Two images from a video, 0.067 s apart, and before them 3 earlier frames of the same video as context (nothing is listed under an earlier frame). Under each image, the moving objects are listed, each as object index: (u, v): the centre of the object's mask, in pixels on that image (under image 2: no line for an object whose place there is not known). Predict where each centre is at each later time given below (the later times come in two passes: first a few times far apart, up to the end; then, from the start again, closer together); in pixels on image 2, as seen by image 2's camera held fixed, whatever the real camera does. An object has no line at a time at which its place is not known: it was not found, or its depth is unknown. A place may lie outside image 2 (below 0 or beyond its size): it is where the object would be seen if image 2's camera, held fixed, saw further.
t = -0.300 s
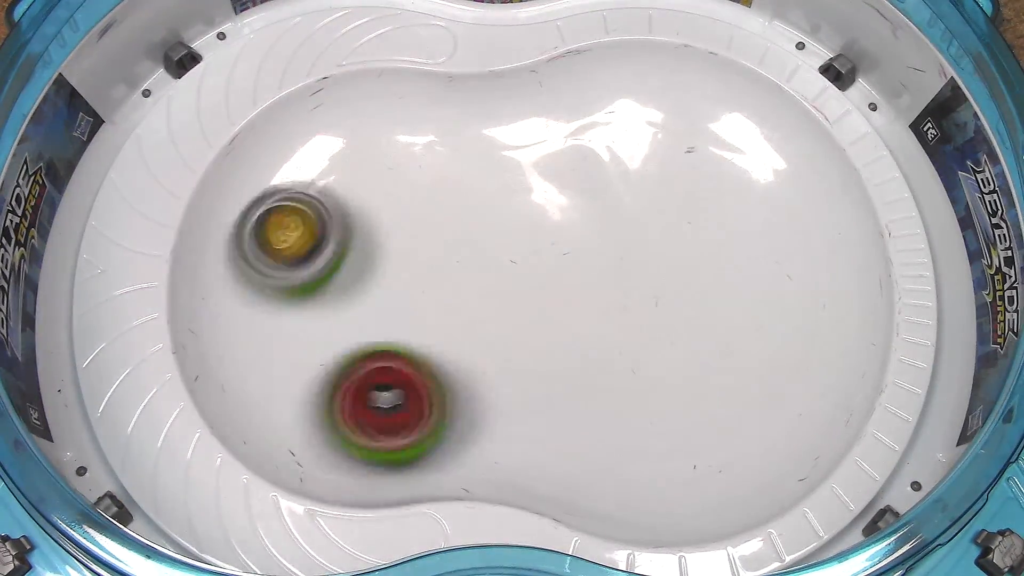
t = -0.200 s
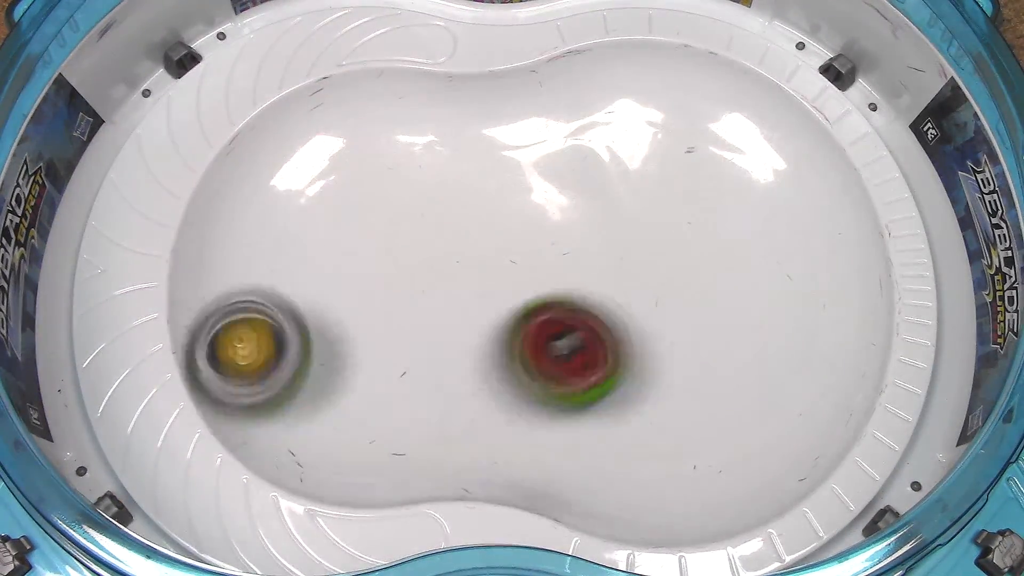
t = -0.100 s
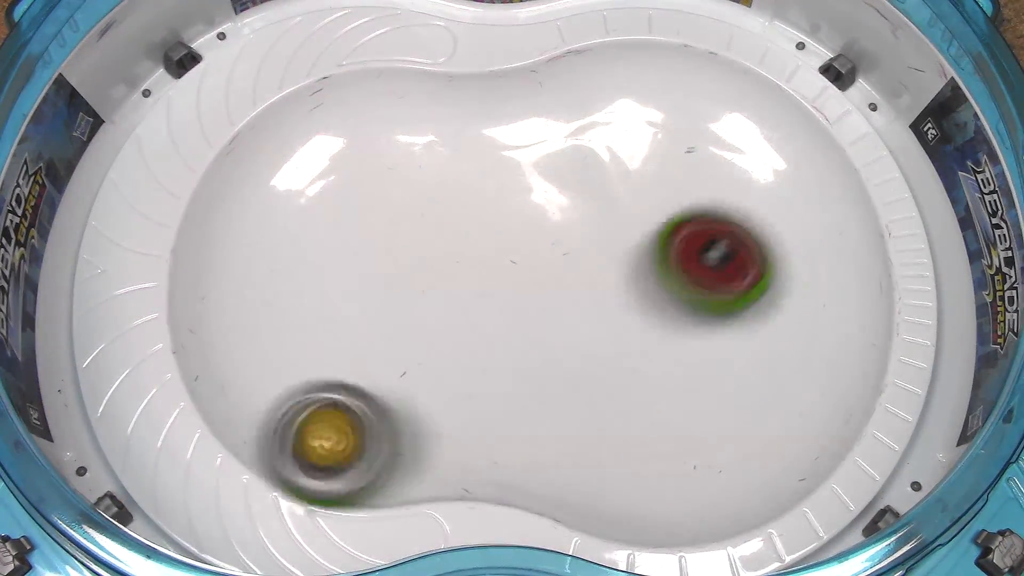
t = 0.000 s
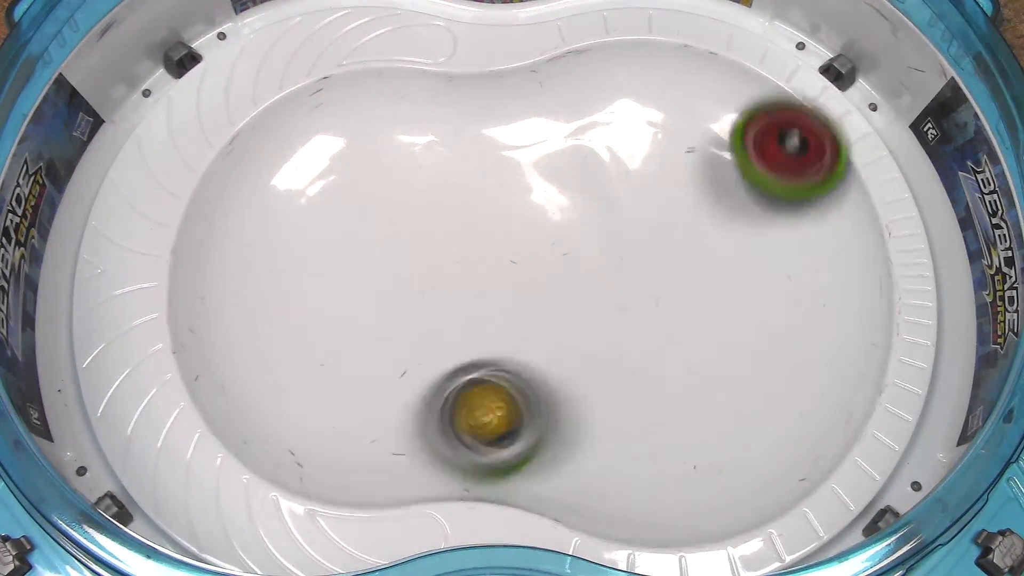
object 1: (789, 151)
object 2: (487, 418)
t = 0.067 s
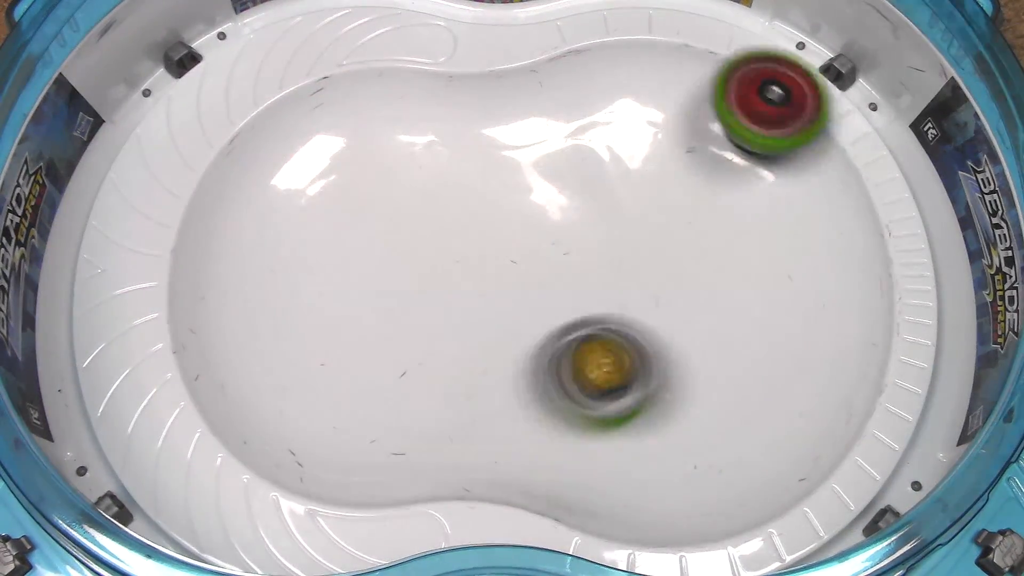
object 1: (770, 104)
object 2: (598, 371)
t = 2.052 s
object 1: (552, 135)
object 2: (530, 407)
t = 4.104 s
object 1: (418, 188)
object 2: (512, 348)
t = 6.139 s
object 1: (347, 215)
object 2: (498, 293)
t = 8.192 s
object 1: (655, 121)
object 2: (645, 303)
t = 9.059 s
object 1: (603, 94)
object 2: (660, 452)
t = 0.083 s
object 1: (758, 100)
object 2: (625, 359)
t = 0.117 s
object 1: (723, 102)
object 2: (676, 335)
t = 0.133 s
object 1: (701, 106)
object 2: (696, 323)
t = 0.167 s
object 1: (655, 117)
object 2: (739, 293)
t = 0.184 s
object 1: (632, 124)
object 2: (755, 278)
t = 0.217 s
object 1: (579, 140)
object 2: (777, 246)
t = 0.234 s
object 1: (554, 150)
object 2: (785, 229)
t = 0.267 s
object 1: (497, 174)
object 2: (794, 195)
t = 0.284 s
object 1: (469, 187)
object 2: (794, 179)
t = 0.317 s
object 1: (412, 212)
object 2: (784, 149)
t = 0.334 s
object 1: (385, 222)
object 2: (775, 137)
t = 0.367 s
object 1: (326, 241)
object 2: (750, 115)
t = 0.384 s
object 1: (303, 250)
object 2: (735, 106)
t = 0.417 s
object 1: (261, 271)
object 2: (695, 97)
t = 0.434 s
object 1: (244, 284)
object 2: (677, 93)
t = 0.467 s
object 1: (220, 312)
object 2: (630, 93)
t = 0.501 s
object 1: (216, 341)
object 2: (575, 103)
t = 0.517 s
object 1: (223, 355)
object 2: (552, 110)
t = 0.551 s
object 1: (251, 382)
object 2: (499, 135)
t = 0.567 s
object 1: (271, 392)
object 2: (475, 147)
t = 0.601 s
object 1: (328, 406)
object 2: (428, 174)
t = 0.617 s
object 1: (360, 409)
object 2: (402, 189)
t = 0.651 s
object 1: (427, 402)
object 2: (358, 215)
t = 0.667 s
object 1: (461, 396)
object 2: (340, 228)
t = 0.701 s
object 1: (530, 377)
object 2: (309, 254)
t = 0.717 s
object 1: (566, 367)
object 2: (296, 268)
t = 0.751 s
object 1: (637, 344)
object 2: (278, 299)
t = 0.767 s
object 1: (671, 331)
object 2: (273, 316)
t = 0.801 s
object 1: (730, 301)
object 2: (272, 349)
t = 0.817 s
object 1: (755, 284)
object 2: (275, 366)
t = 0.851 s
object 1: (799, 243)
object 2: (291, 398)
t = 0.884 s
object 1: (828, 201)
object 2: (320, 423)
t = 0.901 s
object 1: (835, 178)
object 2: (340, 432)
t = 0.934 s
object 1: (830, 140)
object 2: (383, 440)
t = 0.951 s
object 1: (824, 124)
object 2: (405, 437)
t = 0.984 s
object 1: (801, 100)
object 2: (451, 429)
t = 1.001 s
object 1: (785, 91)
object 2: (476, 422)
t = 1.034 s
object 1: (746, 80)
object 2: (527, 404)
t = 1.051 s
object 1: (724, 80)
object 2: (552, 395)
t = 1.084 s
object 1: (672, 88)
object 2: (604, 374)
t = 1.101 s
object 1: (643, 93)
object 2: (627, 364)
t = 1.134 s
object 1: (585, 109)
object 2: (673, 344)
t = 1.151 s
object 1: (556, 120)
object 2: (695, 332)
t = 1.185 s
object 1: (496, 148)
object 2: (731, 307)
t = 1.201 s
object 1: (465, 165)
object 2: (745, 294)
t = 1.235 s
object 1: (401, 196)
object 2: (765, 266)
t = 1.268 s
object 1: (342, 225)
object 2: (776, 235)
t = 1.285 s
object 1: (313, 239)
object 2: (777, 221)
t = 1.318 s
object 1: (266, 267)
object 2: (773, 190)
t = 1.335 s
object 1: (246, 284)
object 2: (766, 175)
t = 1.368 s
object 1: (218, 316)
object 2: (746, 145)
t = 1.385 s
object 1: (213, 333)
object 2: (732, 132)
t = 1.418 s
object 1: (219, 368)
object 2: (699, 111)
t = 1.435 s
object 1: (230, 384)
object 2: (680, 102)
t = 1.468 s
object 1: (264, 412)
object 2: (636, 90)
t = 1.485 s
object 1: (288, 422)
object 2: (613, 89)
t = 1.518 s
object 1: (351, 425)
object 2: (566, 95)
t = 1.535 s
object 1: (386, 420)
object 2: (543, 103)
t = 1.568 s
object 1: (454, 402)
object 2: (494, 125)
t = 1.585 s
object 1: (491, 391)
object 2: (469, 140)
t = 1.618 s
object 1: (562, 365)
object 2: (421, 168)
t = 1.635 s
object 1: (599, 351)
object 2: (398, 182)
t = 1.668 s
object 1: (666, 323)
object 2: (355, 210)
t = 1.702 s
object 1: (728, 289)
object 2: (322, 237)
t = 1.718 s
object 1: (754, 270)
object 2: (307, 251)
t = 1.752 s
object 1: (797, 226)
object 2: (287, 282)
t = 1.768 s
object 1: (814, 203)
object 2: (280, 298)
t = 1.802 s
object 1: (830, 162)
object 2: (274, 332)
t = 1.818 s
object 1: (830, 142)
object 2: (275, 350)
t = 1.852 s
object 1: (822, 108)
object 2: (286, 385)
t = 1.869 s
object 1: (812, 96)
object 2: (296, 400)
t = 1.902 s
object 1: (782, 79)
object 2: (327, 426)
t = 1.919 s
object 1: (762, 76)
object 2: (345, 435)
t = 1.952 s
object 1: (717, 78)
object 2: (385, 441)
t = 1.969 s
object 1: (692, 84)
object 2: (407, 439)
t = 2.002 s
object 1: (639, 99)
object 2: (456, 431)
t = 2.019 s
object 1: (610, 110)
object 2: (479, 424)
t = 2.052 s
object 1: (552, 135)
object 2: (530, 407)
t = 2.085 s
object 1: (492, 166)
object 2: (579, 388)
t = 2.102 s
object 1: (463, 183)
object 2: (606, 377)
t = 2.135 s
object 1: (408, 216)
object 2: (649, 359)
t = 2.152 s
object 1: (383, 231)
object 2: (671, 349)
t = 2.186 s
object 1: (337, 261)
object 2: (711, 325)
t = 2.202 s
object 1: (318, 275)
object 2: (728, 313)
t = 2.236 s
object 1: (284, 304)
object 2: (752, 287)
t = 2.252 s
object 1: (273, 319)
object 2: (759, 272)
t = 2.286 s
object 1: (257, 350)
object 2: (766, 242)
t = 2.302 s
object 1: (254, 366)
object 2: (765, 227)
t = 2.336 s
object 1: (261, 394)
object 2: (760, 199)
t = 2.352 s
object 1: (270, 406)
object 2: (753, 183)
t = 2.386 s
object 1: (300, 425)
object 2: (732, 154)
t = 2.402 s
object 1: (320, 430)
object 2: (717, 141)
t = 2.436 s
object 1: (366, 430)
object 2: (683, 119)
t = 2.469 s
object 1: (417, 417)
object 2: (642, 106)
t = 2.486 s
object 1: (444, 409)
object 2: (621, 103)
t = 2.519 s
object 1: (500, 386)
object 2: (577, 108)
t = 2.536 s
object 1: (529, 371)
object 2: (557, 114)
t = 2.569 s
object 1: (584, 347)
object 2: (512, 134)
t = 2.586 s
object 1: (611, 333)
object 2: (492, 146)
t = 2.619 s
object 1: (661, 307)
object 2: (452, 170)
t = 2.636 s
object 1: (685, 293)
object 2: (434, 182)
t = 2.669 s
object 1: (721, 265)
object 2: (399, 206)
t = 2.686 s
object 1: (737, 251)
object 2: (382, 218)
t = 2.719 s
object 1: (760, 219)
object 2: (354, 240)
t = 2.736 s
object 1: (769, 203)
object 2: (342, 252)
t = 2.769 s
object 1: (778, 172)
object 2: (326, 275)
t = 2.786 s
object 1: (778, 157)
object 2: (321, 287)
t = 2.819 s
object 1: (769, 130)
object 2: (318, 312)
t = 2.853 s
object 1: (750, 108)
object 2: (322, 339)
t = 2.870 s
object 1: (736, 100)
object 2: (328, 352)
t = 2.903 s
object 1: (704, 91)
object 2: (347, 375)
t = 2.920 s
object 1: (684, 89)
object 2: (360, 384)
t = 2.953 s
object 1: (639, 92)
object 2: (389, 396)
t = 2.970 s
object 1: (614, 97)
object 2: (407, 399)
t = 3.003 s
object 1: (565, 114)
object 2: (444, 402)
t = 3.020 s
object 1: (540, 127)
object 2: (467, 401)
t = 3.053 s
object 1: (492, 154)
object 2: (511, 395)
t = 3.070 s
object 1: (467, 170)
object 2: (531, 391)
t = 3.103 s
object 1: (421, 198)
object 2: (575, 384)
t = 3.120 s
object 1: (401, 213)
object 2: (596, 380)
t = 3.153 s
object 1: (363, 242)
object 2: (640, 369)
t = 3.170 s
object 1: (348, 255)
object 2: (658, 364)
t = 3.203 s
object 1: (320, 284)
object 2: (691, 352)
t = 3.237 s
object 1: (304, 314)
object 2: (717, 334)
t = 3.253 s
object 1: (299, 329)
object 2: (726, 323)
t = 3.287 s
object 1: (298, 358)
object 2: (736, 299)
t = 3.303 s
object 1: (301, 374)
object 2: (738, 286)
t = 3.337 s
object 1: (316, 401)
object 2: (737, 258)
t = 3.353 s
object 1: (327, 411)
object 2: (734, 242)
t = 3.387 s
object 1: (357, 425)
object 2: (722, 216)
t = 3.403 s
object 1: (375, 428)
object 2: (714, 203)
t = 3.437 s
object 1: (417, 425)
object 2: (695, 179)
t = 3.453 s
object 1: (438, 420)
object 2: (683, 169)
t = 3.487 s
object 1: (483, 407)
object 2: (657, 154)
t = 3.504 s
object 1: (506, 397)
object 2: (644, 150)
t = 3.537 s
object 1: (555, 377)
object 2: (615, 146)
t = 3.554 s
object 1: (581, 367)
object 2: (601, 148)
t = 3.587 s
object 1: (628, 346)
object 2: (575, 157)
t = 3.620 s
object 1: (674, 325)
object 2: (552, 170)
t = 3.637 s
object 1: (694, 313)
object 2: (538, 178)
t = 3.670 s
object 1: (725, 288)
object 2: (509, 196)
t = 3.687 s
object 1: (736, 277)
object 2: (495, 205)
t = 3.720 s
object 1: (754, 246)
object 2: (473, 221)
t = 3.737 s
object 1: (759, 232)
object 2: (462, 229)
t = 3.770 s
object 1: (762, 200)
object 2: (445, 243)
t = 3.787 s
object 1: (760, 185)
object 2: (439, 250)
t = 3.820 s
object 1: (749, 154)
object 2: (433, 261)
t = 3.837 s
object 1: (741, 141)
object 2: (431, 267)
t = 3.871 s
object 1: (715, 116)
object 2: (431, 279)
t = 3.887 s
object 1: (699, 106)
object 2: (432, 285)
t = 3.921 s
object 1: (662, 91)
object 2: (436, 296)
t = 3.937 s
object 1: (641, 88)
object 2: (439, 302)
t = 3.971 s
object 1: (597, 88)
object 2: (447, 314)
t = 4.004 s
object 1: (553, 102)
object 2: (458, 325)
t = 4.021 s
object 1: (531, 113)
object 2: (465, 330)
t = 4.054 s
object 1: (484, 143)
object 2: (481, 339)
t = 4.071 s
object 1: (463, 157)
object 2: (491, 342)
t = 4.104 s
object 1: (418, 188)
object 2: (512, 348)
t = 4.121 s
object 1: (399, 203)
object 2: (523, 350)
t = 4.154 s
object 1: (362, 230)
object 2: (551, 353)
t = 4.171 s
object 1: (347, 244)
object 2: (566, 354)
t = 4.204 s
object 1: (325, 273)
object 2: (595, 356)
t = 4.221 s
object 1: (315, 288)
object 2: (610, 357)
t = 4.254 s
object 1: (306, 320)
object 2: (638, 359)
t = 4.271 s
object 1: (306, 335)
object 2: (650, 358)
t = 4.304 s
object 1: (311, 368)
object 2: (673, 355)
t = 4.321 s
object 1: (318, 382)
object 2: (683, 350)
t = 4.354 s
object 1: (339, 406)
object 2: (700, 337)
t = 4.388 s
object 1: (369, 423)
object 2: (714, 320)
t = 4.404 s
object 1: (386, 426)
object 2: (719, 310)
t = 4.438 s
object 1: (424, 425)
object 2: (725, 288)
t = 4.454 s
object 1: (445, 420)
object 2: (726, 277)
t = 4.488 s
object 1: (490, 408)
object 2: (725, 254)
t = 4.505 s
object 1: (513, 400)
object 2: (722, 242)
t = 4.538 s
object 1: (561, 384)
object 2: (714, 221)
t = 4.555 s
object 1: (584, 375)
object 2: (708, 210)
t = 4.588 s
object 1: (630, 358)
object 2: (692, 191)
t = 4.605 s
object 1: (652, 348)
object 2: (684, 185)
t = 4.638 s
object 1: (690, 329)
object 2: (663, 173)
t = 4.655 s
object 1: (707, 319)
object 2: (652, 169)
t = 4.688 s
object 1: (731, 295)
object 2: (630, 168)
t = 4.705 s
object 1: (741, 282)
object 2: (619, 169)
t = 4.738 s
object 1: (751, 252)
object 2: (598, 178)
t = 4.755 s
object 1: (753, 236)
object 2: (590, 186)
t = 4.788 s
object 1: (749, 205)
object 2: (571, 201)
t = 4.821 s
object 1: (737, 172)
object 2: (551, 217)
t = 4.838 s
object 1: (727, 159)
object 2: (542, 224)
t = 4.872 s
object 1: (701, 131)
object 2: (528, 237)
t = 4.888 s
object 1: (685, 120)
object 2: (523, 243)
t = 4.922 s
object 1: (649, 103)
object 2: (517, 255)
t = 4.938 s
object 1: (627, 98)
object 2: (516, 260)
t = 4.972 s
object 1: (584, 98)
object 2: (516, 272)
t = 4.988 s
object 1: (564, 103)
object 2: (516, 278)
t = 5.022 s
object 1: (520, 120)
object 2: (519, 289)
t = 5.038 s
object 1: (497, 130)
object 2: (521, 295)
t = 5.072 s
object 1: (451, 156)
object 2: (526, 306)
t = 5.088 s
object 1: (429, 169)
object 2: (529, 311)
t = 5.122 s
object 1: (389, 194)
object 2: (538, 322)
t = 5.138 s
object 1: (371, 207)
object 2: (545, 328)
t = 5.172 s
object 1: (340, 231)
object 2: (559, 336)
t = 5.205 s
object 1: (319, 258)
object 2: (578, 345)
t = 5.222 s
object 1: (310, 274)
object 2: (588, 348)
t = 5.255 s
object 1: (302, 305)
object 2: (611, 356)
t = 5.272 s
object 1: (301, 322)
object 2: (624, 360)
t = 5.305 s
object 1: (309, 355)
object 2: (646, 366)
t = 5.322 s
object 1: (316, 371)
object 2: (657, 368)
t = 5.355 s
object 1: (340, 399)
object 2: (679, 366)
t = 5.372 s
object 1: (356, 410)
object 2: (688, 362)
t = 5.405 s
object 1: (393, 421)
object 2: (706, 351)
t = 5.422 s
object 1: (412, 423)
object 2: (714, 343)
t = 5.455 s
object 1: (459, 419)
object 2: (726, 326)
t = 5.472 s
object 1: (482, 416)
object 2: (730, 316)
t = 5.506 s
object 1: (531, 407)
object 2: (734, 295)
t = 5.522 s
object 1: (555, 402)
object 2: (734, 283)
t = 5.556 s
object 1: (603, 390)
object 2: (731, 261)
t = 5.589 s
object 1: (651, 376)
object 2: (723, 241)
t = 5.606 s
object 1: (672, 369)
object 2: (717, 231)
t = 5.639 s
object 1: (710, 351)
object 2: (702, 213)
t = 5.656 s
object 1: (726, 340)
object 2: (694, 206)
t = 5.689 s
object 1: (748, 310)
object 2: (674, 194)
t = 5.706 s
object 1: (756, 295)
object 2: (664, 190)
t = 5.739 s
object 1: (763, 261)
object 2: (644, 185)
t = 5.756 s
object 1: (764, 242)
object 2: (632, 185)
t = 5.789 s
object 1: (757, 206)
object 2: (611, 191)
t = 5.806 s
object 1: (749, 187)
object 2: (601, 195)
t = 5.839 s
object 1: (728, 152)
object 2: (580, 207)
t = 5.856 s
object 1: (712, 137)
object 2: (571, 212)
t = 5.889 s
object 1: (677, 112)
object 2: (550, 223)
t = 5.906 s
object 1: (655, 102)
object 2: (542, 229)
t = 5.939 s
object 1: (610, 92)
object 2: (527, 238)
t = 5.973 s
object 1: (565, 95)
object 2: (516, 248)
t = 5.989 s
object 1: (543, 103)
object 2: (512, 252)
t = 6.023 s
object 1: (495, 123)
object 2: (505, 261)
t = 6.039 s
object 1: (470, 136)
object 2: (503, 266)
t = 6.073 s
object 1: (425, 162)
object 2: (500, 275)
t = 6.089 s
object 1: (403, 176)
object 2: (499, 280)
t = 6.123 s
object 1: (364, 202)
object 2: (499, 289)
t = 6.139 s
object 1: (347, 215)
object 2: (498, 293)
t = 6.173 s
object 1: (319, 243)
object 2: (500, 302)
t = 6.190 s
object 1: (309, 257)
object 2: (500, 306)
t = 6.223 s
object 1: (297, 290)
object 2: (504, 315)
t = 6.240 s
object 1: (293, 307)
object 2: (507, 319)
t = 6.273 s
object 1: (296, 342)
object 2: (515, 326)
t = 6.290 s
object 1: (301, 359)
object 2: (521, 329)
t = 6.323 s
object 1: (320, 391)
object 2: (533, 335)
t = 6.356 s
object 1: (351, 414)
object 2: (548, 339)
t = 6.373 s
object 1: (370, 422)
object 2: (556, 341)
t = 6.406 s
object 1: (413, 427)
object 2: (574, 344)
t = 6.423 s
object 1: (438, 426)
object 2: (583, 345)
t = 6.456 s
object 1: (488, 418)
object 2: (601, 347)
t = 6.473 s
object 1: (513, 412)
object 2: (612, 347)
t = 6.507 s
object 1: (548, 406)
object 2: (642, 341)
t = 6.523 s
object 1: (553, 407)
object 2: (664, 334)
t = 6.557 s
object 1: (571, 410)
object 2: (708, 314)
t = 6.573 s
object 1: (580, 409)
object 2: (728, 303)
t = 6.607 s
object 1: (600, 408)
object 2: (759, 279)
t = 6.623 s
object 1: (612, 407)
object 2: (771, 266)
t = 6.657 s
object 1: (633, 403)
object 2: (786, 236)
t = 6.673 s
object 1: (642, 399)
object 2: (790, 221)
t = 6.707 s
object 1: (660, 392)
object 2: (792, 188)
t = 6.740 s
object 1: (671, 381)
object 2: (782, 157)
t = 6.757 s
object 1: (674, 374)
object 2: (775, 143)
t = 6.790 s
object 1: (678, 354)
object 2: (751, 118)
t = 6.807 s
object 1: (680, 343)
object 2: (737, 108)
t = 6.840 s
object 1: (676, 321)
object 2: (702, 91)
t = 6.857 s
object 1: (673, 308)
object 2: (683, 85)
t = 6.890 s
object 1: (664, 284)
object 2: (641, 83)
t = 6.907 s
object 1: (658, 273)
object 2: (619, 90)
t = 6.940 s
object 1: (645, 251)
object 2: (583, 109)
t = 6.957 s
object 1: (638, 241)
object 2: (567, 124)
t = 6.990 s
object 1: (628, 234)
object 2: (542, 144)
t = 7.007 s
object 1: (626, 239)
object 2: (520, 146)
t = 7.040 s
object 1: (622, 246)
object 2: (485, 155)
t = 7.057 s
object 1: (621, 249)
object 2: (466, 162)
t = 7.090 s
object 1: (617, 251)
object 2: (431, 176)
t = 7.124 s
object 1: (614, 251)
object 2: (401, 189)
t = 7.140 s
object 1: (611, 250)
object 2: (386, 197)
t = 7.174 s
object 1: (607, 250)
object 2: (364, 210)
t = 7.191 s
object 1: (605, 251)
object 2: (354, 217)
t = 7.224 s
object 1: (602, 251)
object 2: (339, 232)
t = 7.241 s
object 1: (600, 251)
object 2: (335, 239)
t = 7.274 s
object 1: (597, 252)
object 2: (326, 257)
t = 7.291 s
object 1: (595, 254)
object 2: (324, 266)
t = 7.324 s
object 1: (594, 257)
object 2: (321, 286)
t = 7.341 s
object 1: (594, 257)
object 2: (321, 295)
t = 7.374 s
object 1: (595, 260)
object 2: (324, 313)
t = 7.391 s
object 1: (596, 262)
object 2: (327, 322)
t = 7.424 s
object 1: (599, 265)
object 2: (336, 338)
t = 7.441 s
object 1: (602, 267)
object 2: (343, 345)
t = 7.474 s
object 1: (605, 270)
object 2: (357, 357)
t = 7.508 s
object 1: (611, 273)
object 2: (373, 364)
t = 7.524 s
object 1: (613, 274)
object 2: (383, 366)
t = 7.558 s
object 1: (620, 277)
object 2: (402, 368)
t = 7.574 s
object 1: (625, 279)
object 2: (412, 368)
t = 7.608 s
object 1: (633, 282)
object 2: (436, 368)
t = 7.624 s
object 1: (637, 282)
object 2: (446, 368)
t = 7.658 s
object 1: (647, 283)
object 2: (470, 364)
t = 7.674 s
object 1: (653, 283)
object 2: (483, 363)
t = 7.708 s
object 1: (662, 281)
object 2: (506, 358)
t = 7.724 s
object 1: (665, 277)
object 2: (520, 354)
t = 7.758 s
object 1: (672, 272)
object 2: (543, 348)
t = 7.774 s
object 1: (676, 269)
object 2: (555, 344)
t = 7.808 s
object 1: (680, 261)
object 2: (575, 337)
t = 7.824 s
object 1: (682, 256)
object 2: (584, 332)
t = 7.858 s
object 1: (690, 248)
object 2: (596, 327)
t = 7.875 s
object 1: (695, 241)
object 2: (598, 325)
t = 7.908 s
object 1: (700, 228)
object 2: (607, 319)
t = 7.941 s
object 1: (702, 213)
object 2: (616, 313)
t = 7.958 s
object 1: (701, 206)
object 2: (618, 310)
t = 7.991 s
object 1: (697, 194)
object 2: (624, 303)
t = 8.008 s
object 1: (695, 188)
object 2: (627, 301)
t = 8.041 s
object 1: (687, 179)
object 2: (634, 295)
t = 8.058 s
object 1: (681, 176)
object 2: (639, 291)
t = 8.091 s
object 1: (674, 167)
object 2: (643, 290)
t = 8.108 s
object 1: (672, 155)
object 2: (641, 296)
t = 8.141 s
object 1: (669, 139)
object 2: (641, 301)
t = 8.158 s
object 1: (666, 131)
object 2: (642, 302)
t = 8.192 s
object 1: (655, 121)
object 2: (645, 303)
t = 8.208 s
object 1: (648, 119)
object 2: (646, 303)
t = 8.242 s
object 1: (631, 119)
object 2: (649, 303)
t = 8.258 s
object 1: (621, 121)
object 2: (651, 304)
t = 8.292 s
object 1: (607, 132)
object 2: (654, 302)
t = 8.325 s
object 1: (600, 150)
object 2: (657, 300)
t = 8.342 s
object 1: (601, 161)
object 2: (660, 299)
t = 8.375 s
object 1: (602, 183)
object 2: (663, 296)
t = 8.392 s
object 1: (603, 192)
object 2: (664, 298)
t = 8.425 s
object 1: (599, 178)
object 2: (678, 331)
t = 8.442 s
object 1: (597, 173)
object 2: (685, 346)
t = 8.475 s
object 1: (592, 166)
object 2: (699, 369)
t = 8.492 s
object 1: (590, 163)
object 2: (704, 377)
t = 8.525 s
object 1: (587, 162)
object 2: (718, 387)
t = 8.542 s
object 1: (586, 162)
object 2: (724, 391)
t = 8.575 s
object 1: (586, 164)
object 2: (738, 394)
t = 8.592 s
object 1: (585, 165)
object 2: (745, 393)
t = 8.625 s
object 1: (588, 172)
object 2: (757, 388)
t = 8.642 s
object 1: (589, 175)
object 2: (762, 384)
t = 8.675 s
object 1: (594, 185)
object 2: (769, 372)
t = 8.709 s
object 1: (599, 196)
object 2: (770, 359)
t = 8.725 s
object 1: (603, 203)
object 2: (768, 351)
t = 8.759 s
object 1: (613, 215)
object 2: (759, 339)
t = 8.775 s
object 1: (620, 222)
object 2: (753, 334)
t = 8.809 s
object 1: (636, 233)
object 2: (739, 323)
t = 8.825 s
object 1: (645, 235)
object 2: (731, 324)
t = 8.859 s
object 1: (641, 186)
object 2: (744, 381)
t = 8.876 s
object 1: (640, 165)
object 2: (746, 404)
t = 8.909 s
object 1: (638, 129)
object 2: (749, 445)
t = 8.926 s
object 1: (637, 114)
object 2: (747, 460)
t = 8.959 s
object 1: (633, 94)
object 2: (736, 475)
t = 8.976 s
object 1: (630, 86)
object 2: (724, 478)
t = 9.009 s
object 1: (621, 81)
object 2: (700, 479)
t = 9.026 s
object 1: (616, 82)
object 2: (686, 471)
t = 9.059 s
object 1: (603, 94)
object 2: (660, 452)
